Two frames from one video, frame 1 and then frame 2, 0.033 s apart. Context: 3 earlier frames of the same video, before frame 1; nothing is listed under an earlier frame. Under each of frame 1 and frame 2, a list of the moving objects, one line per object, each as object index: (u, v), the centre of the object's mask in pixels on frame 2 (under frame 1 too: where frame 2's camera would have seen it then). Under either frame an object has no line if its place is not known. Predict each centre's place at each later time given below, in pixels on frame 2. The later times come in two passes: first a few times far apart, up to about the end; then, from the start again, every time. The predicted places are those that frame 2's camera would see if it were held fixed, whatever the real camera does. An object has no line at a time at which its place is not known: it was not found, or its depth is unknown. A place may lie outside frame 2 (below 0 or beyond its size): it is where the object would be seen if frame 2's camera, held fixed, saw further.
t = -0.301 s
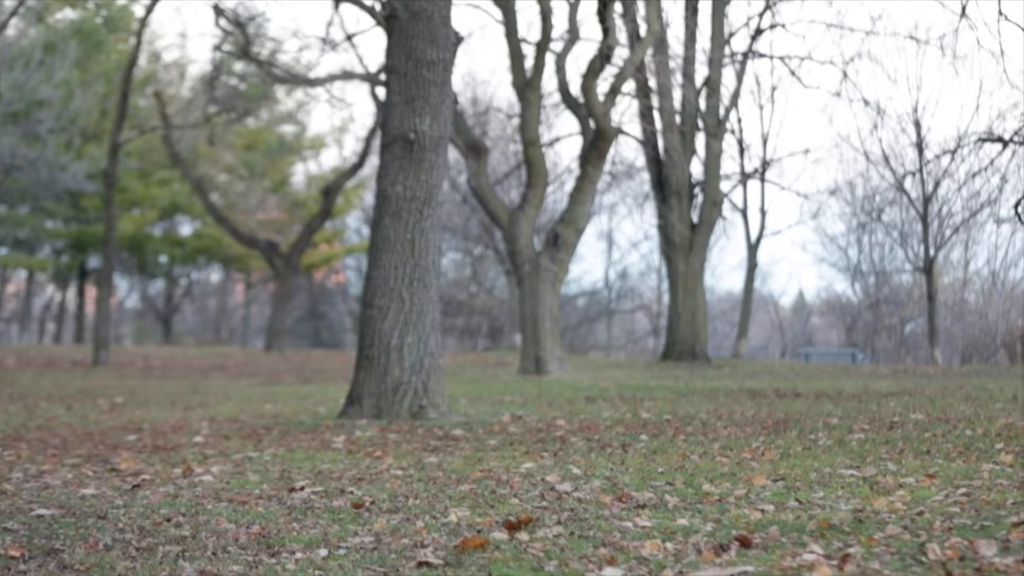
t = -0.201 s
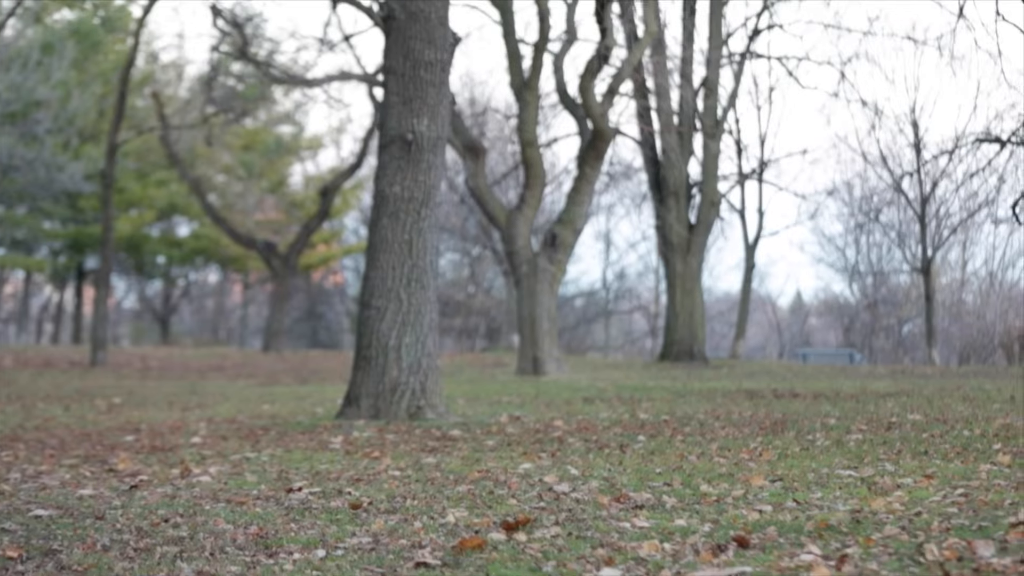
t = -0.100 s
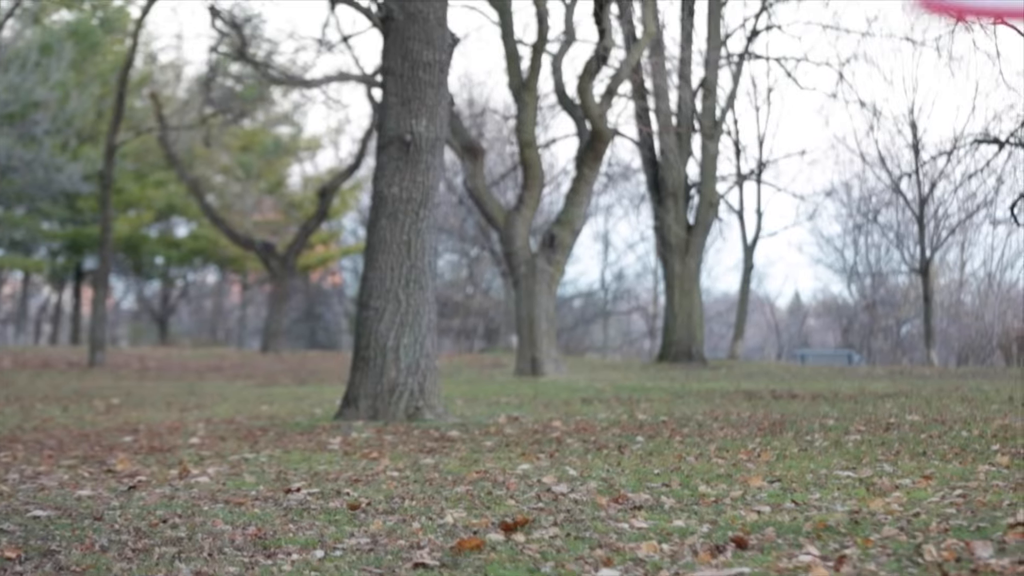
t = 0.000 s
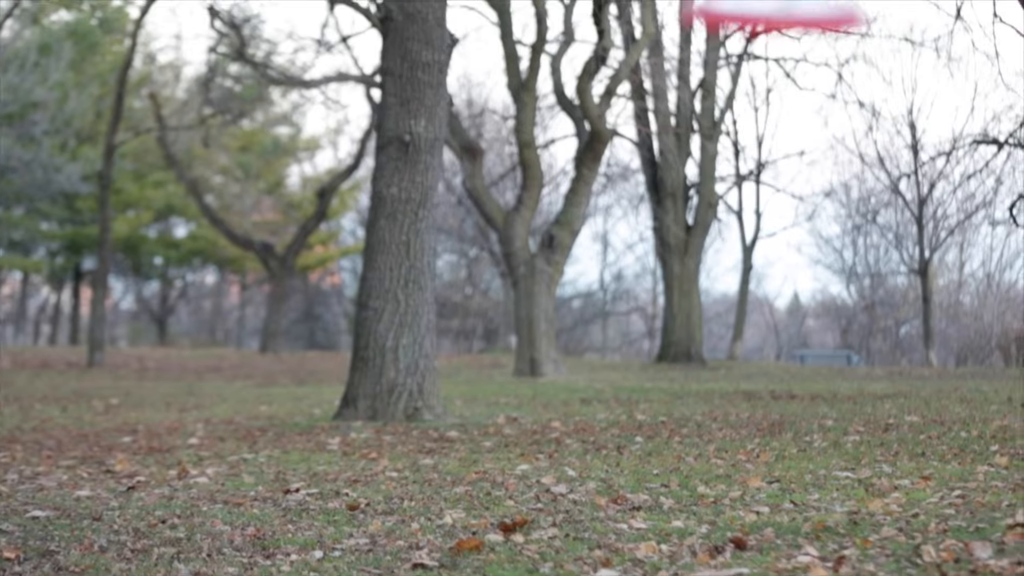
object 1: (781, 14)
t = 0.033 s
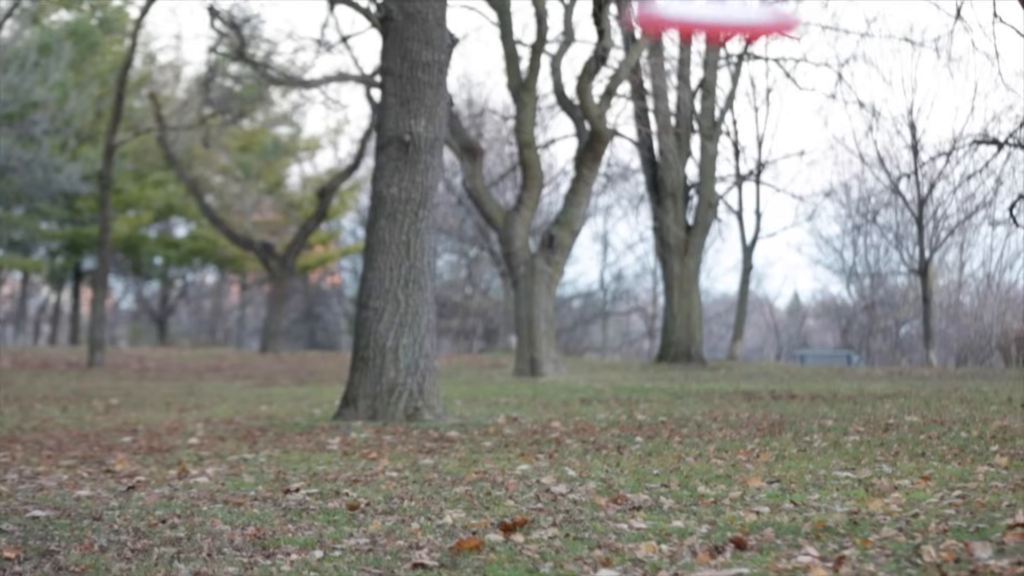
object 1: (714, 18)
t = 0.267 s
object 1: (447, 71)
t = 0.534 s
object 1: (295, 150)
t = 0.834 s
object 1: (195, 255)
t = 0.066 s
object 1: (662, 24)
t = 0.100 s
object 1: (618, 32)
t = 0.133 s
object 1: (580, 39)
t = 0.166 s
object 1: (546, 47)
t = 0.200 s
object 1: (505, 54)
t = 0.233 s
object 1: (473, 63)
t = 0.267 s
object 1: (447, 71)
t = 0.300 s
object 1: (422, 80)
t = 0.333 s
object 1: (404, 88)
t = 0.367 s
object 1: (387, 97)
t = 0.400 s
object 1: (369, 108)
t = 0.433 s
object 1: (349, 118)
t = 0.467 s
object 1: (331, 129)
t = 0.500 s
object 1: (311, 140)
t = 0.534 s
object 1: (295, 150)
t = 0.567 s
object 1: (283, 161)
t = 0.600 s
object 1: (271, 172)
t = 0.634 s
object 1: (259, 184)
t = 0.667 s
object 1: (247, 196)
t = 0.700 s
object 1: (237, 207)
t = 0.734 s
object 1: (226, 219)
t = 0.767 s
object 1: (216, 231)
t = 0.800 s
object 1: (206, 243)
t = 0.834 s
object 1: (195, 255)
